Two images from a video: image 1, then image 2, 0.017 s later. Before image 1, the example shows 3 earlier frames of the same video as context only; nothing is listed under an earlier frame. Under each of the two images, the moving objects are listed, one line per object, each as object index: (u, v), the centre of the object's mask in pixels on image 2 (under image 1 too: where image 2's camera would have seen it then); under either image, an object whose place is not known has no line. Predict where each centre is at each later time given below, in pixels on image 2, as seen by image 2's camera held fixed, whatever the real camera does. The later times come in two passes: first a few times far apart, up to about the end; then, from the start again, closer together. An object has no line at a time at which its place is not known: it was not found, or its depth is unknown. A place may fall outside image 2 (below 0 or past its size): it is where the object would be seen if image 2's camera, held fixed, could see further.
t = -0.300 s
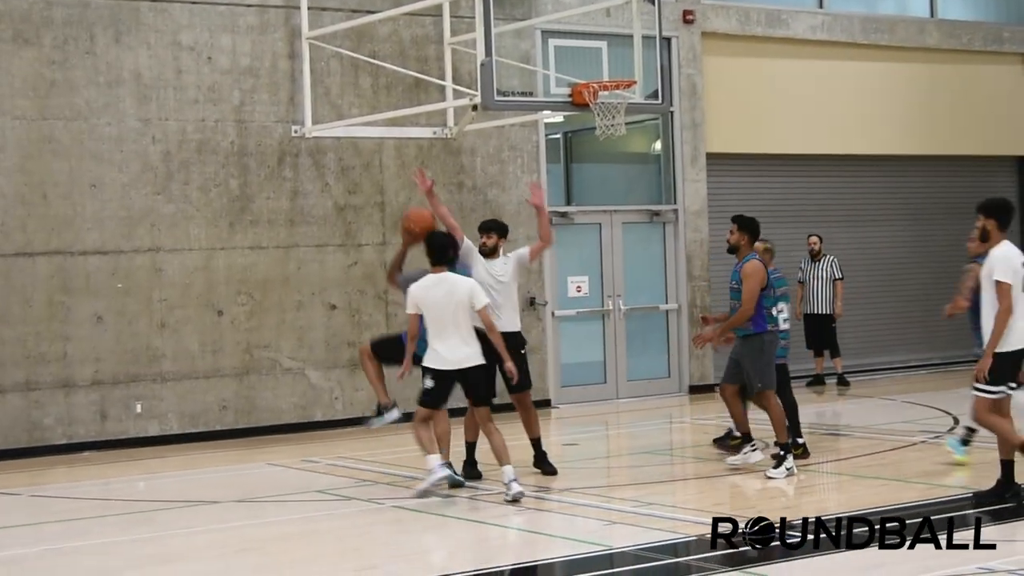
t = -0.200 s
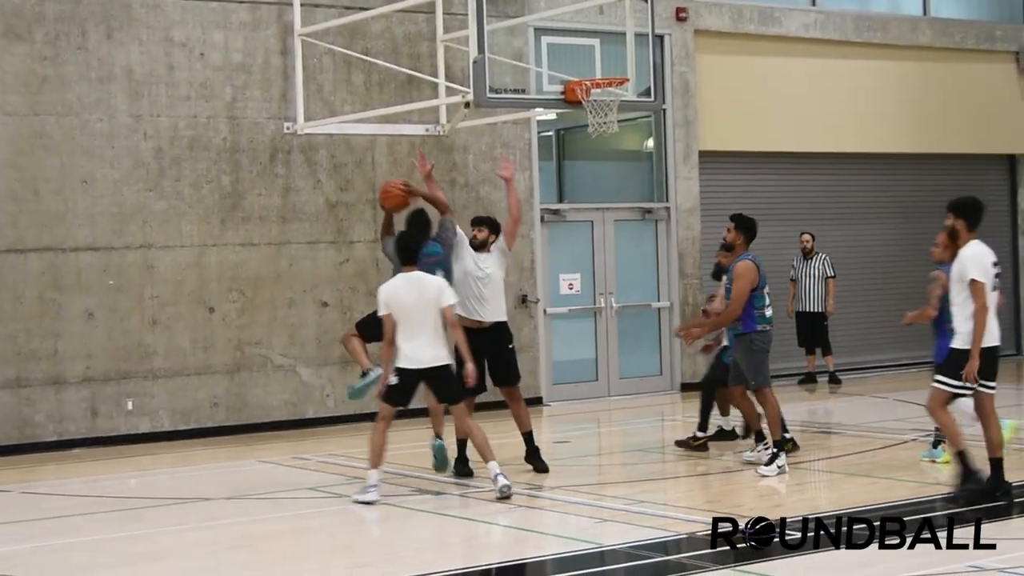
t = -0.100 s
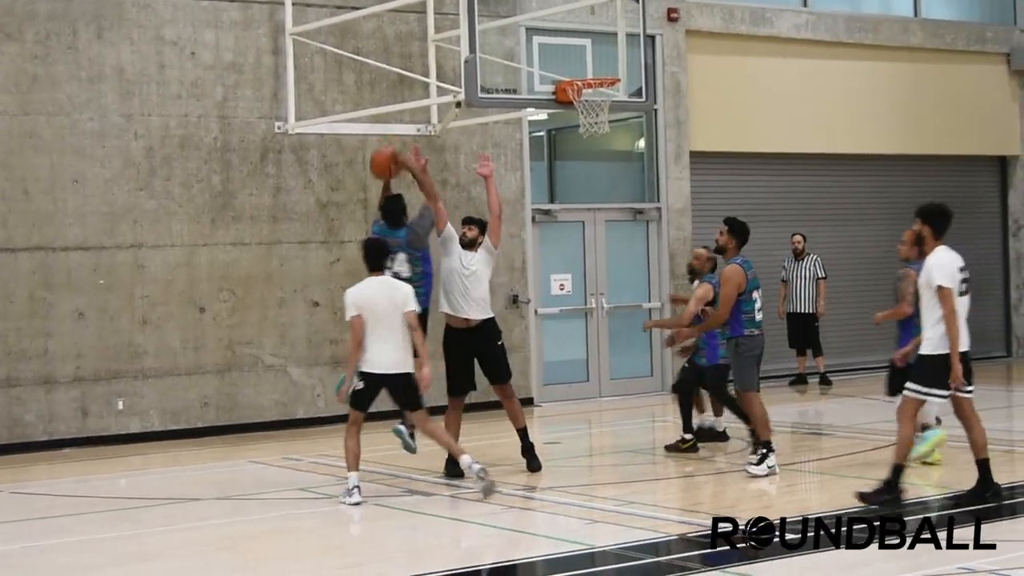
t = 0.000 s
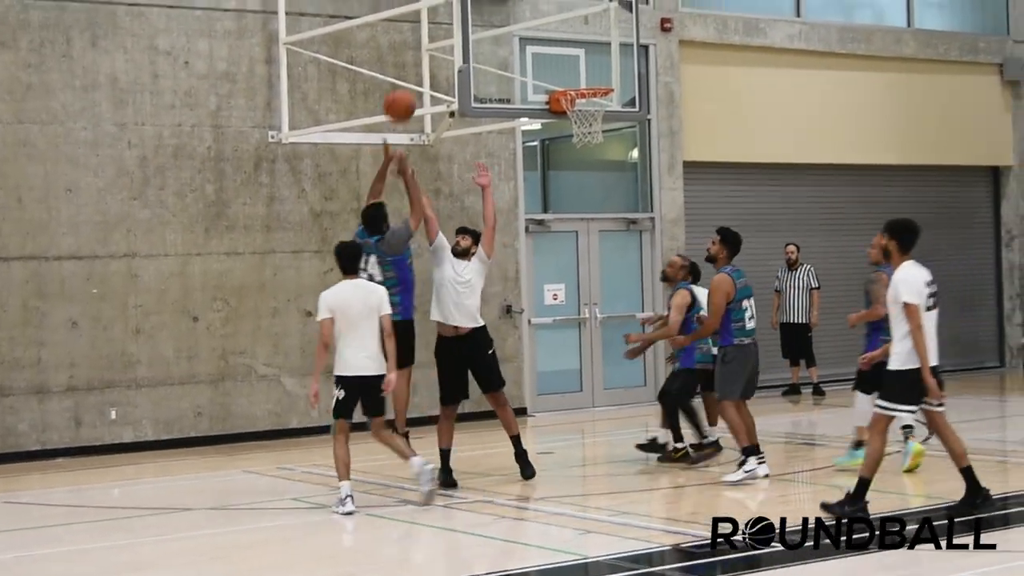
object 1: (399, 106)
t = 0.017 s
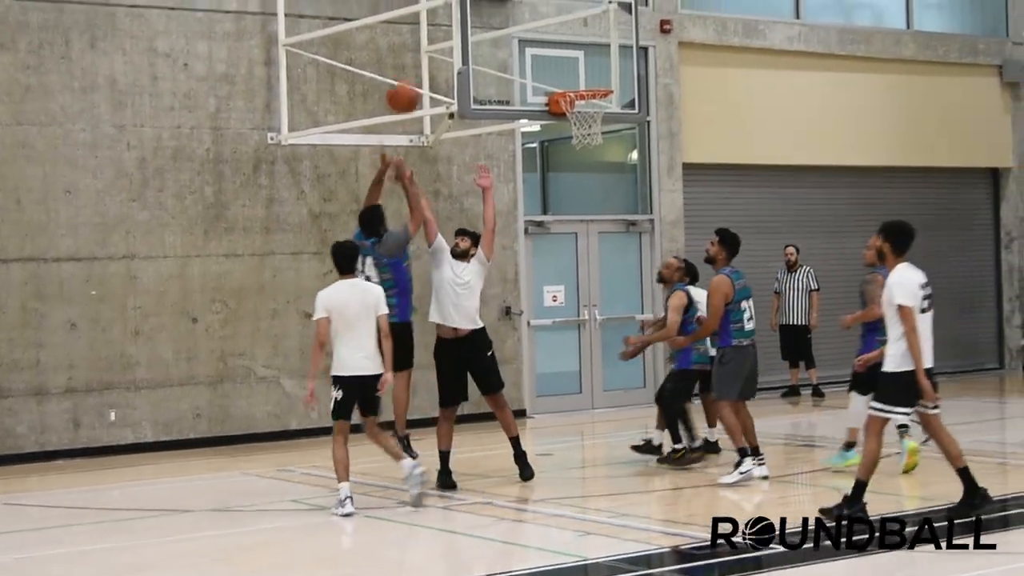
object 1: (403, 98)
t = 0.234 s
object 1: (451, 4)
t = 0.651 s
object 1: (542, 3)
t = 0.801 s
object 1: (573, 37)
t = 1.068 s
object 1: (620, 53)
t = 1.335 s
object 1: (657, 56)
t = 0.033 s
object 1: (406, 88)
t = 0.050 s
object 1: (410, 79)
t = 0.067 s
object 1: (414, 69)
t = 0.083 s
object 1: (418, 61)
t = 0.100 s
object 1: (422, 53)
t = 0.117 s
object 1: (426, 46)
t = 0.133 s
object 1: (430, 38)
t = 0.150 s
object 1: (433, 31)
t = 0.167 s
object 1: (437, 25)
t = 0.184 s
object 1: (441, 20)
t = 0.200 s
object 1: (444, 14)
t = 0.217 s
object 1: (448, 9)
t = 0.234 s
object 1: (451, 4)
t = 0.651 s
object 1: (542, 3)
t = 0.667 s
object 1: (545, 7)
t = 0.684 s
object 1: (548, 12)
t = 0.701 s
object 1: (552, 17)
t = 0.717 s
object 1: (555, 20)
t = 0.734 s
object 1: (559, 22)
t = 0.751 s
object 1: (563, 25)
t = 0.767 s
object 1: (566, 29)
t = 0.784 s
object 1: (570, 33)
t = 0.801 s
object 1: (573, 37)
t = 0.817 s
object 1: (577, 41)
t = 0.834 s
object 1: (580, 46)
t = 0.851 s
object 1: (584, 51)
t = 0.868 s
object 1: (588, 56)
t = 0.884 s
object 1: (591, 61)
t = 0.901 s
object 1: (595, 68)
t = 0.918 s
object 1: (598, 74)
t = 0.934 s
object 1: (601, 78)
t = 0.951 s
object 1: (604, 77)
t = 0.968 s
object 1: (606, 73)
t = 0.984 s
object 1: (608, 69)
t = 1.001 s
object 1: (610, 65)
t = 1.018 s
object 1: (613, 62)
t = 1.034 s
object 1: (615, 59)
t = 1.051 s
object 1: (617, 56)
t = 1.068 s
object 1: (620, 53)
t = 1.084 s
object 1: (622, 51)
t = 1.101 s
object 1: (624, 49)
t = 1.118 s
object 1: (626, 47)
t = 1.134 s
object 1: (628, 46)
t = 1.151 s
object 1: (631, 45)
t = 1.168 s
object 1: (633, 45)
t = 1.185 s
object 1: (635, 44)
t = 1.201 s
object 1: (638, 44)
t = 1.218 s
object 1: (641, 44)
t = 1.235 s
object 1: (643, 45)
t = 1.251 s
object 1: (645, 46)
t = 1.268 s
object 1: (647, 48)
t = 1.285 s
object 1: (649, 49)
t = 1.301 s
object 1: (652, 51)
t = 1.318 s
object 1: (655, 53)
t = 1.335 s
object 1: (657, 56)
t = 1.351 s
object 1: (659, 58)
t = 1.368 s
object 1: (662, 62)
